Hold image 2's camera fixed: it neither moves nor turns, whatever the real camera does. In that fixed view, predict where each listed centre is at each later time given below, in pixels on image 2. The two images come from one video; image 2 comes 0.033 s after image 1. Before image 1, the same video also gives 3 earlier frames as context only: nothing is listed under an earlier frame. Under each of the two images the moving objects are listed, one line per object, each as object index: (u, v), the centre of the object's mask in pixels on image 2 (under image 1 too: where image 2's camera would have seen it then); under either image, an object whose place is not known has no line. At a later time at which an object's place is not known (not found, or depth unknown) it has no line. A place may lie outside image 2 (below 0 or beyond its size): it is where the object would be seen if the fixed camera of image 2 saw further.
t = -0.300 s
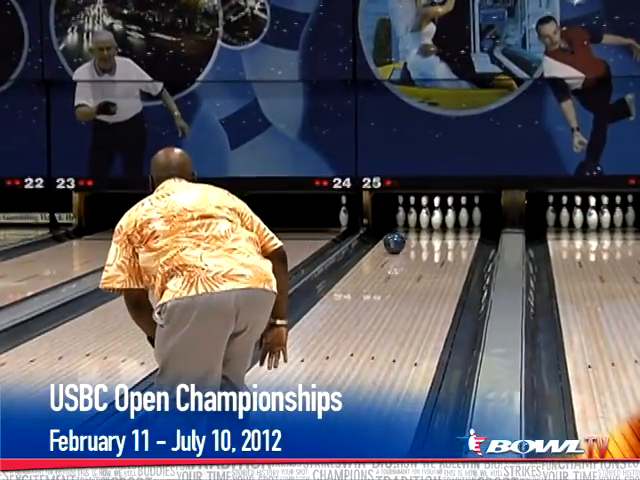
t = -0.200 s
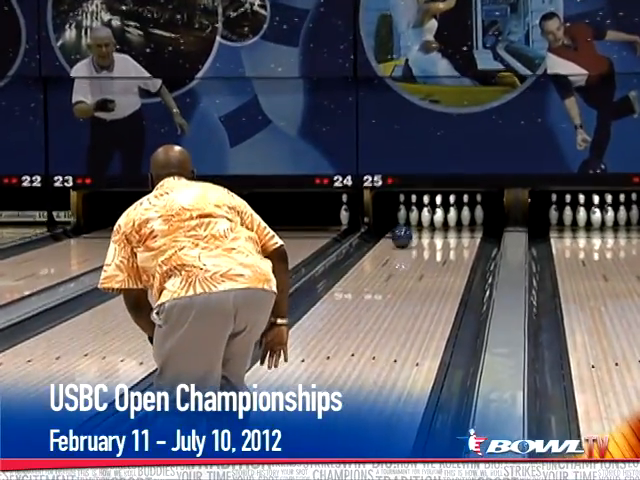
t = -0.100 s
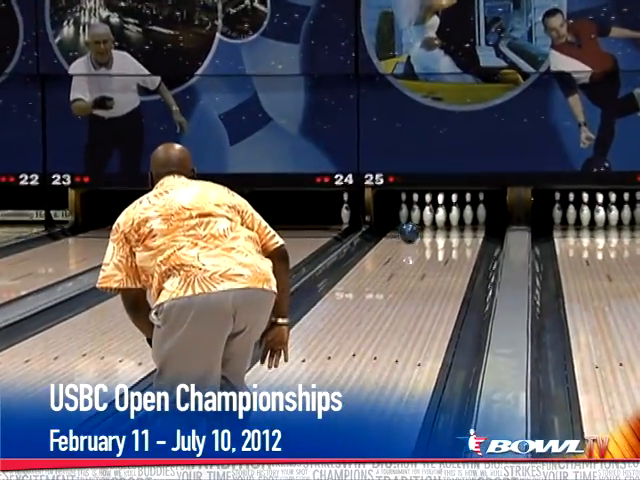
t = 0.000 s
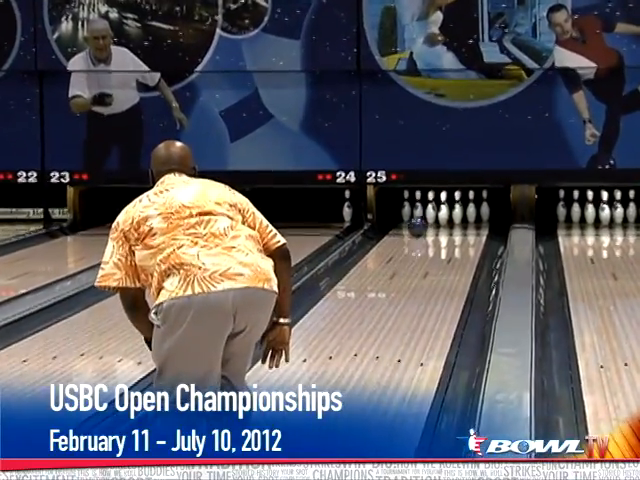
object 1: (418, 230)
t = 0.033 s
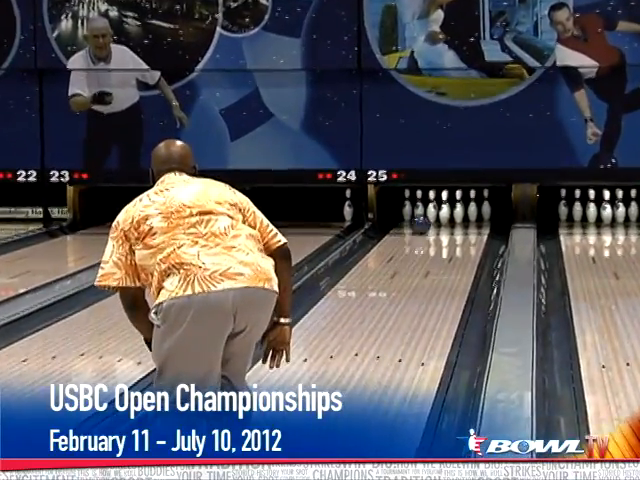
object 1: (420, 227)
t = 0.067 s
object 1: (422, 225)
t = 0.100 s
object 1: (425, 224)
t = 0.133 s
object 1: (427, 222)
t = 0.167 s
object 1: (429, 220)
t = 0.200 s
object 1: (431, 220)
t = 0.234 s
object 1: (434, 215)
